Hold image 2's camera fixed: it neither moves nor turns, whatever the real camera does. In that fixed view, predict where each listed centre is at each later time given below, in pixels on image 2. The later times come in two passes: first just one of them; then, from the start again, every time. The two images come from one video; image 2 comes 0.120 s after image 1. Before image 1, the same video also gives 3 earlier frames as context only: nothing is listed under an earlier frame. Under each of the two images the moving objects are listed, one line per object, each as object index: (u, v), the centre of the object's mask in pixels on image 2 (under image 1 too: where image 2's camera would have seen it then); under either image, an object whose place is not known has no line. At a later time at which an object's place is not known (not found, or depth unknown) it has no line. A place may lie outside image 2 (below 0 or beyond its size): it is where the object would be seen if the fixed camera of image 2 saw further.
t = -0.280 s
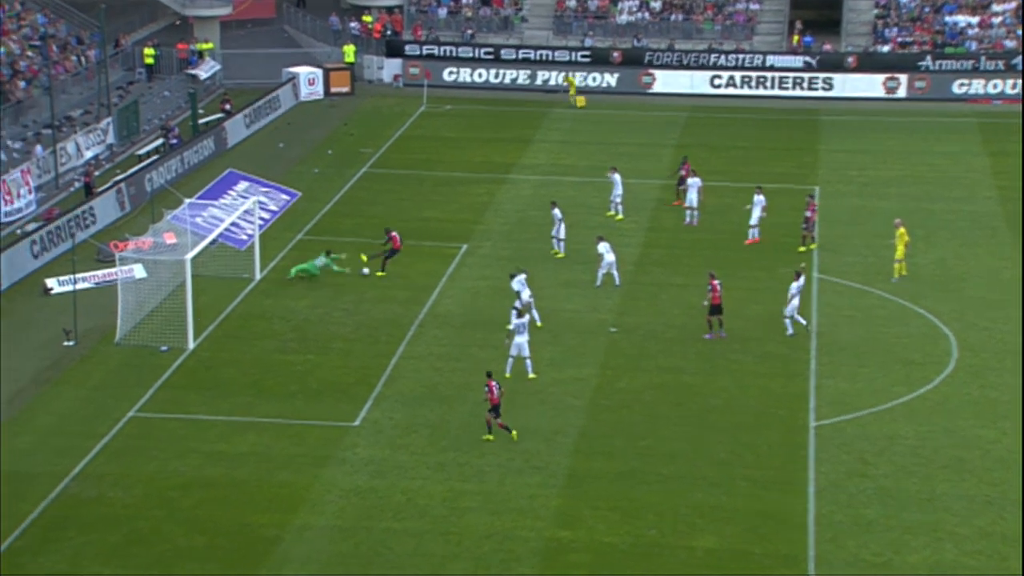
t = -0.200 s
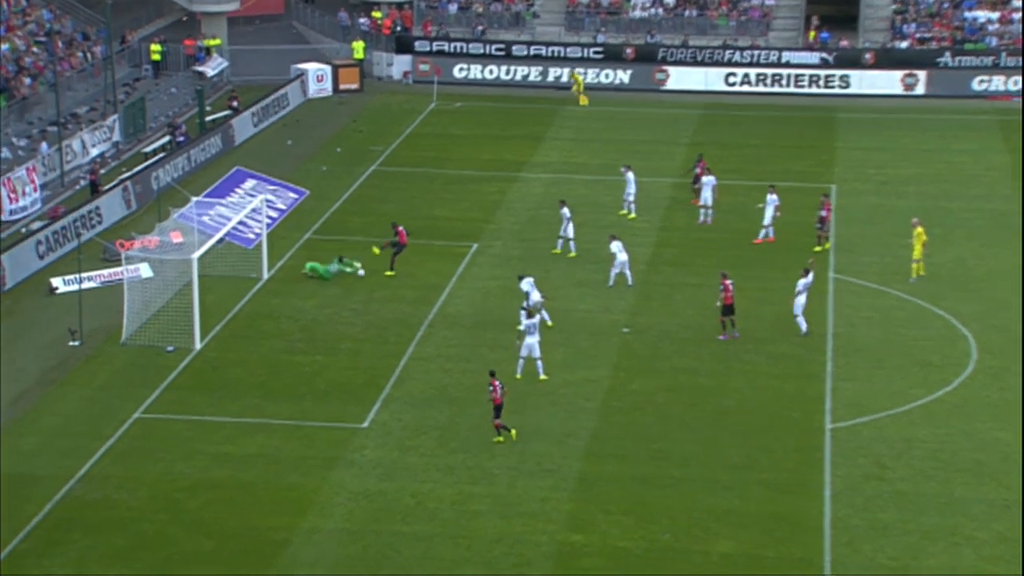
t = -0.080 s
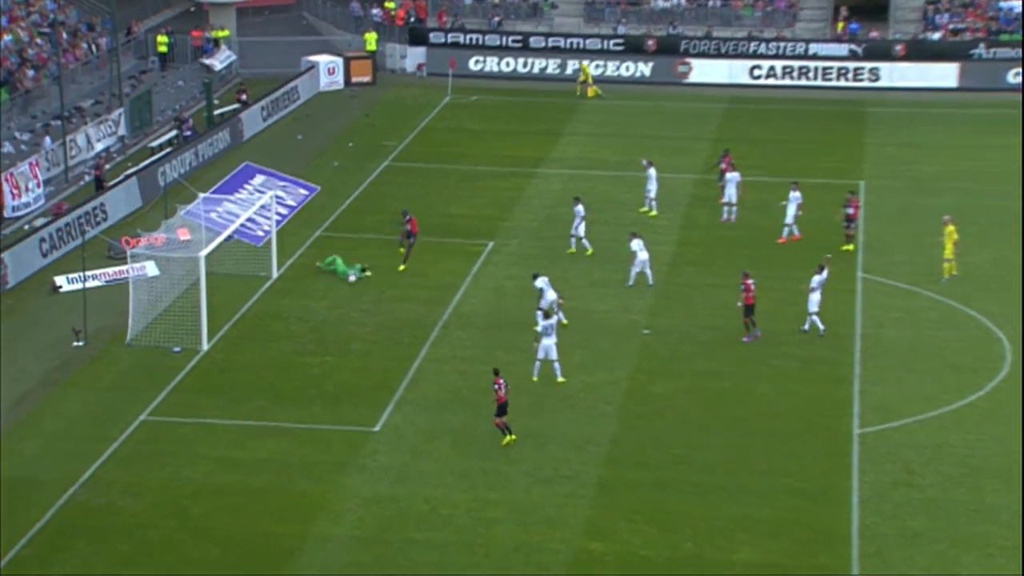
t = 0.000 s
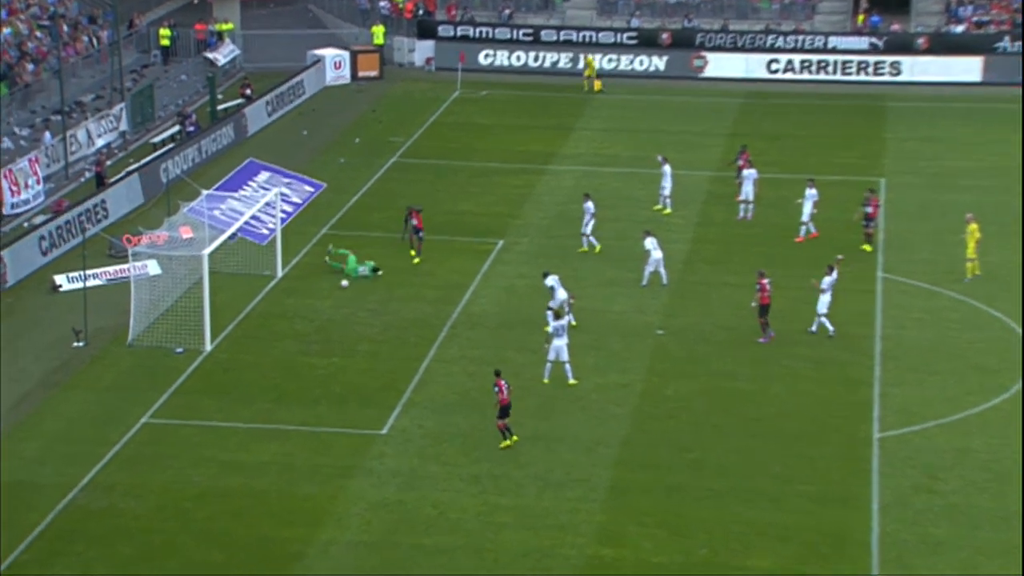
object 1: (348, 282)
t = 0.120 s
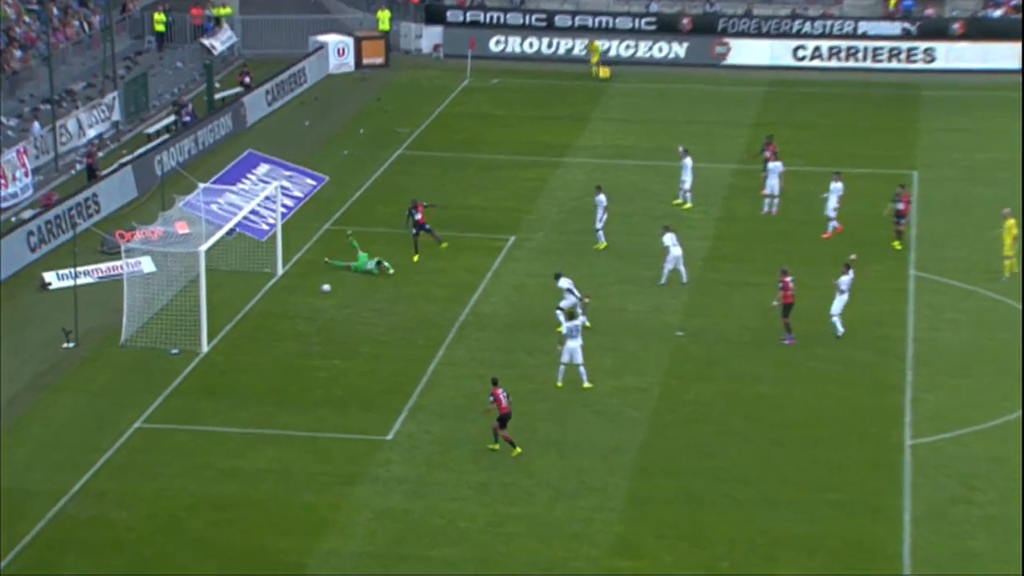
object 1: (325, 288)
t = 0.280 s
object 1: (296, 297)
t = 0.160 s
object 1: (318, 291)
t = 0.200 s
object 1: (311, 292)
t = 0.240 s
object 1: (304, 294)
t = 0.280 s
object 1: (296, 297)
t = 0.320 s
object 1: (289, 299)
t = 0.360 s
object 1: (282, 301)
